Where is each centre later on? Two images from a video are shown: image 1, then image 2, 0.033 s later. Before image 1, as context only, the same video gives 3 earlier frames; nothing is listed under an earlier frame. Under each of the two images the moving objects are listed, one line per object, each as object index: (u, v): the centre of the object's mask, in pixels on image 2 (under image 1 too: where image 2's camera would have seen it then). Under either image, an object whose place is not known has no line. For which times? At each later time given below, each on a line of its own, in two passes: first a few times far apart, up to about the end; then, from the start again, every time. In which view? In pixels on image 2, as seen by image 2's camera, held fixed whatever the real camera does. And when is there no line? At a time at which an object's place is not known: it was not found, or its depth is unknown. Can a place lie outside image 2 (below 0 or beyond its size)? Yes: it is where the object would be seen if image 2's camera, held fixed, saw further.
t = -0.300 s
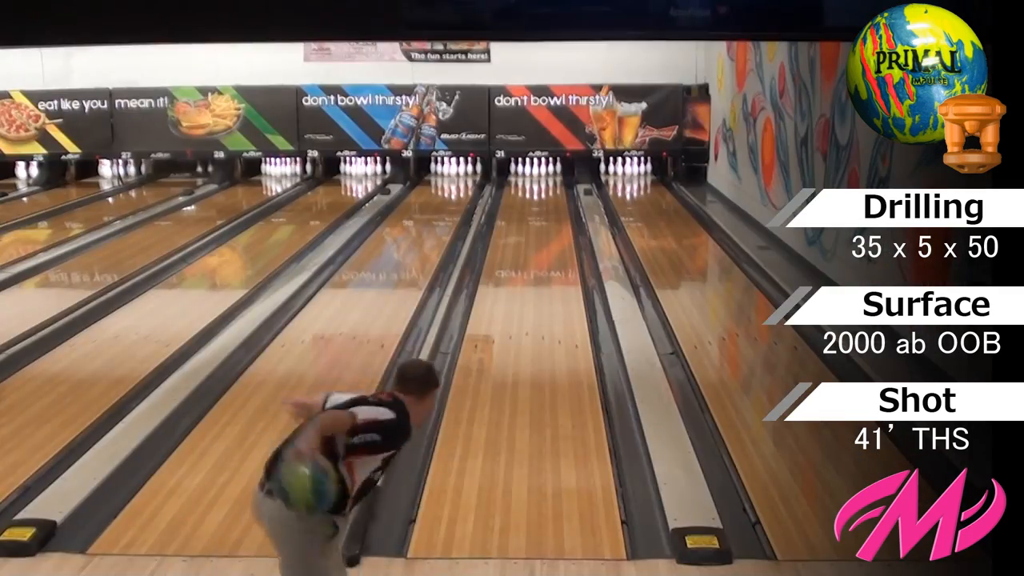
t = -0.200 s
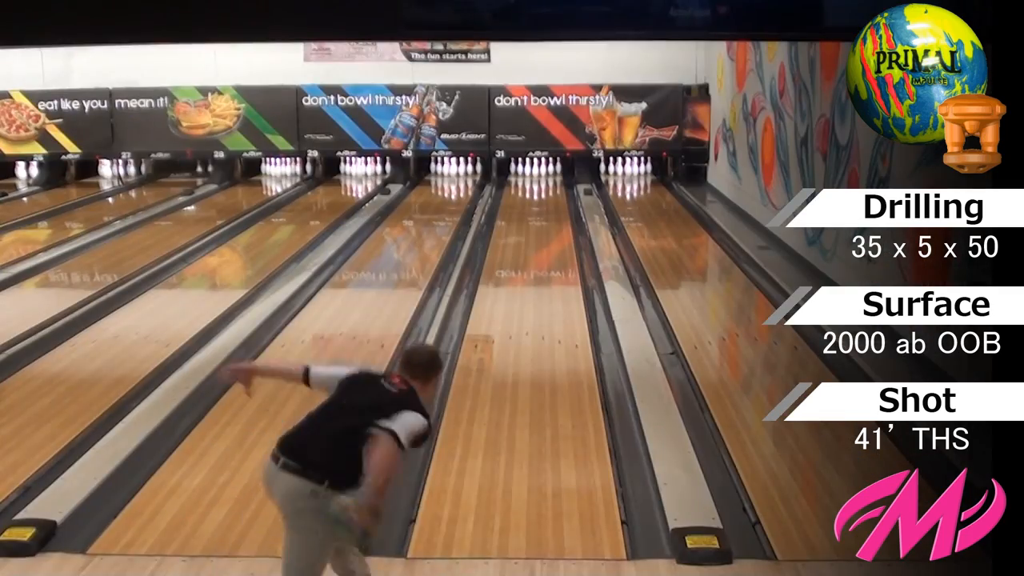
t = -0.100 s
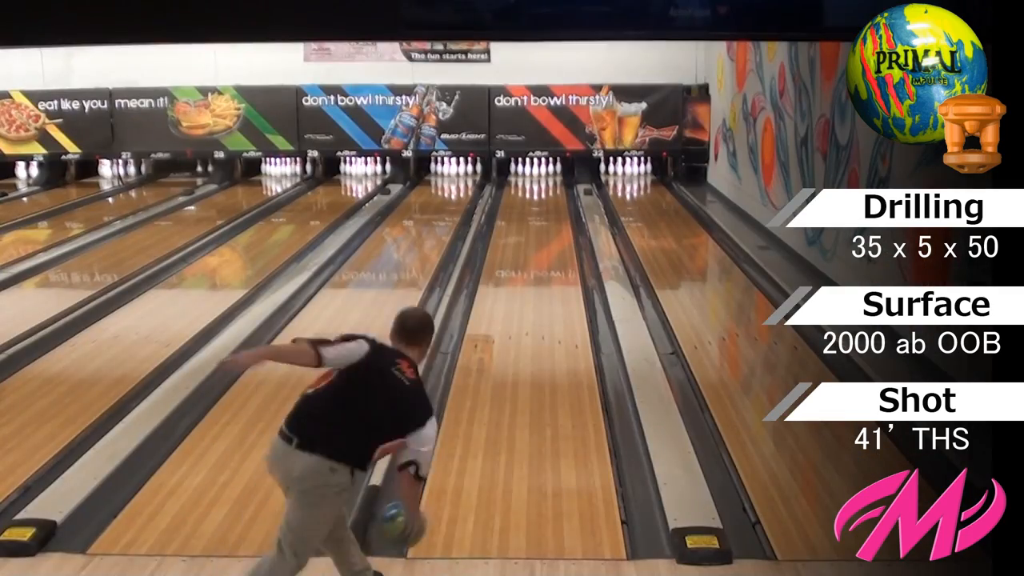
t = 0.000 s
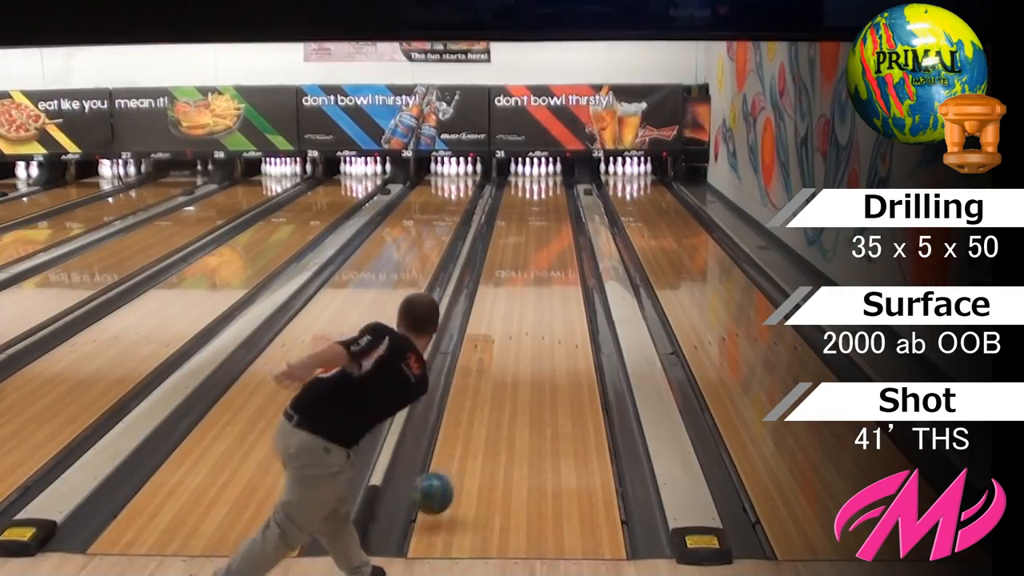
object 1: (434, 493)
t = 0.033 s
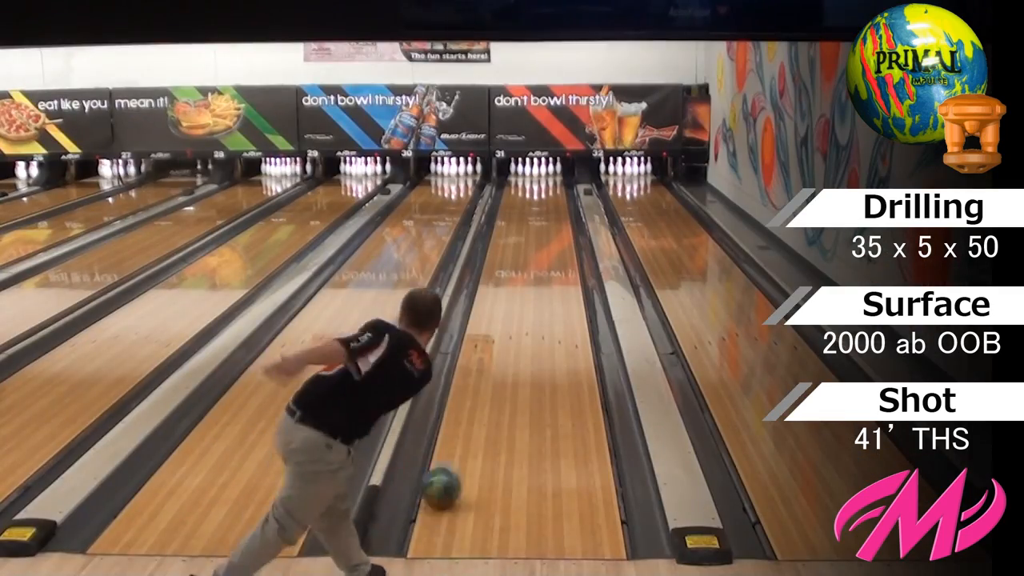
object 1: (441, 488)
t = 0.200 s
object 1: (472, 414)
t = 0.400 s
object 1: (497, 353)
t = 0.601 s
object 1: (514, 311)
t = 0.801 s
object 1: (527, 279)
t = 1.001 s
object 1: (536, 254)
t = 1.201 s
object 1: (543, 233)
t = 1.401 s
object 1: (547, 218)
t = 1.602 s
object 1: (551, 204)
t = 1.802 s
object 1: (550, 196)
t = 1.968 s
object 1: (550, 185)
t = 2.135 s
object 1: (544, 179)
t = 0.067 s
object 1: (449, 470)
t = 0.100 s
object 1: (456, 454)
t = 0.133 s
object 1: (462, 440)
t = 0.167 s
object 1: (467, 427)
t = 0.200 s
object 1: (472, 414)
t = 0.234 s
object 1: (478, 402)
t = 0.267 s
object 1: (482, 391)
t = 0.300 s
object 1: (486, 381)
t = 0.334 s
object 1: (490, 371)
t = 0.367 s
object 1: (494, 362)
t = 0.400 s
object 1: (497, 353)
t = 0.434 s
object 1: (500, 345)
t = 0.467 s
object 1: (504, 338)
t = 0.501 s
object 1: (507, 330)
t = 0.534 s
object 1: (509, 323)
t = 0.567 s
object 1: (512, 317)
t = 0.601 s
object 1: (514, 311)
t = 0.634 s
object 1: (517, 305)
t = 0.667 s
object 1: (519, 300)
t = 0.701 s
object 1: (521, 294)
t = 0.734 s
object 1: (523, 289)
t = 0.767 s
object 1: (525, 284)
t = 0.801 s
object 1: (527, 279)
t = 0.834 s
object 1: (529, 275)
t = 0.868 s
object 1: (530, 270)
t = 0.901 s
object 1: (532, 266)
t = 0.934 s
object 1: (533, 262)
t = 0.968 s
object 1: (535, 258)
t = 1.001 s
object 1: (536, 254)
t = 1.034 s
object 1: (537, 251)
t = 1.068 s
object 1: (538, 247)
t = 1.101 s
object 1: (539, 243)
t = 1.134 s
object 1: (541, 240)
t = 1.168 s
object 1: (542, 238)
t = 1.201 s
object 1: (543, 233)
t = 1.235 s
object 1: (544, 231)
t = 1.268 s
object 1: (544, 229)
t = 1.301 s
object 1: (545, 226)
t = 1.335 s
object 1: (546, 223)
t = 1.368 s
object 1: (547, 221)
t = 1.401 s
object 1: (547, 218)
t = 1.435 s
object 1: (547, 216)
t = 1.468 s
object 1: (548, 213)
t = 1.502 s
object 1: (549, 212)
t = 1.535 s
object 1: (549, 211)
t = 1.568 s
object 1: (550, 209)
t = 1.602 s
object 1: (551, 204)
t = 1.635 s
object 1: (550, 204)
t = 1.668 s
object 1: (550, 202)
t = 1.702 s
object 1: (552, 199)
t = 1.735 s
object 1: (551, 198)
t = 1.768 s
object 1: (551, 197)
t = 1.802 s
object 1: (550, 196)
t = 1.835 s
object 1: (551, 192)
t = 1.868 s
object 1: (551, 190)
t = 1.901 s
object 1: (550, 188)
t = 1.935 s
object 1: (550, 186)
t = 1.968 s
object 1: (550, 185)
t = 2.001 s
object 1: (548, 183)
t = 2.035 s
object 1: (548, 182)
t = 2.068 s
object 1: (546, 181)
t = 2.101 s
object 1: (545, 180)
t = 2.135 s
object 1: (544, 179)
